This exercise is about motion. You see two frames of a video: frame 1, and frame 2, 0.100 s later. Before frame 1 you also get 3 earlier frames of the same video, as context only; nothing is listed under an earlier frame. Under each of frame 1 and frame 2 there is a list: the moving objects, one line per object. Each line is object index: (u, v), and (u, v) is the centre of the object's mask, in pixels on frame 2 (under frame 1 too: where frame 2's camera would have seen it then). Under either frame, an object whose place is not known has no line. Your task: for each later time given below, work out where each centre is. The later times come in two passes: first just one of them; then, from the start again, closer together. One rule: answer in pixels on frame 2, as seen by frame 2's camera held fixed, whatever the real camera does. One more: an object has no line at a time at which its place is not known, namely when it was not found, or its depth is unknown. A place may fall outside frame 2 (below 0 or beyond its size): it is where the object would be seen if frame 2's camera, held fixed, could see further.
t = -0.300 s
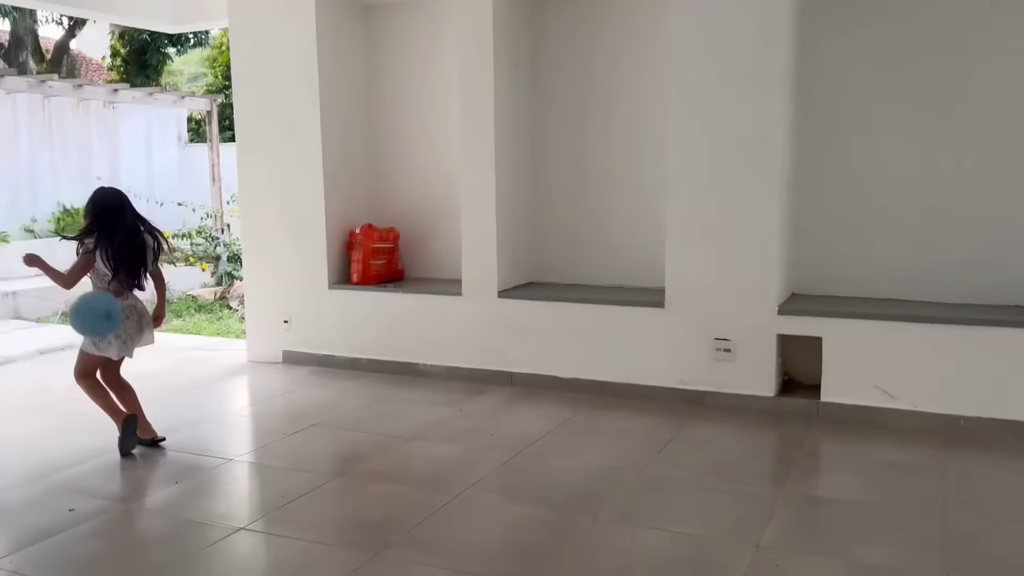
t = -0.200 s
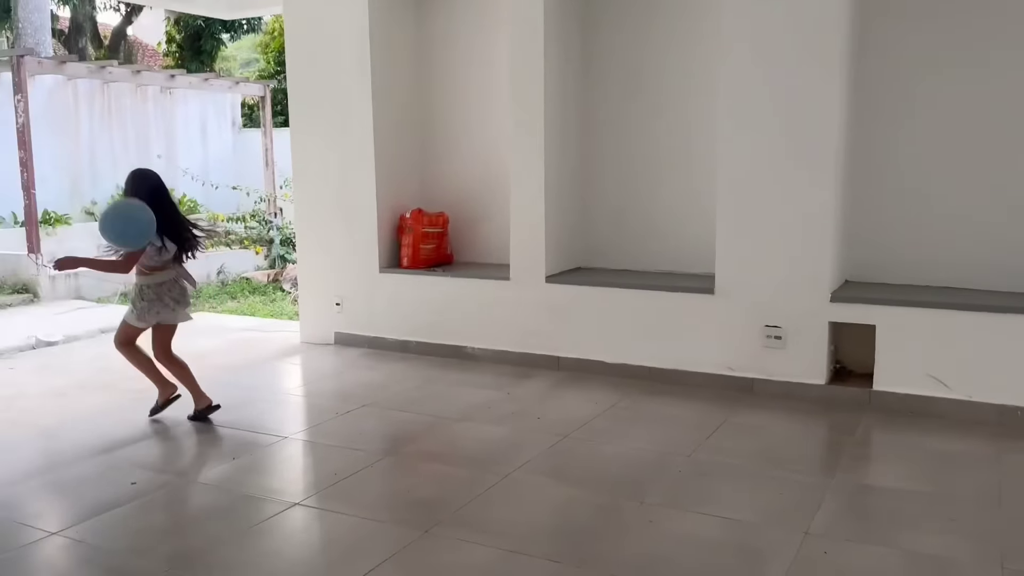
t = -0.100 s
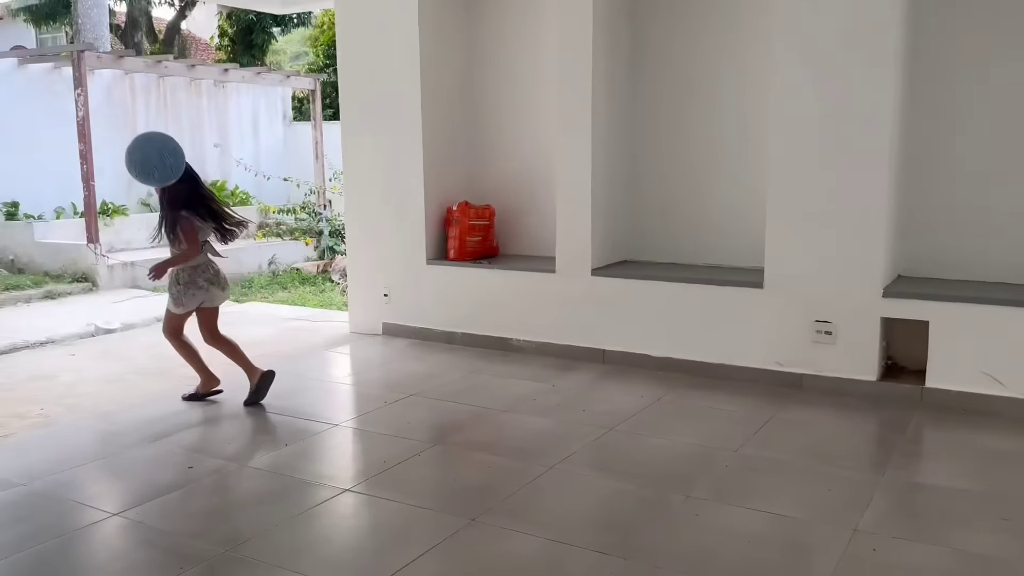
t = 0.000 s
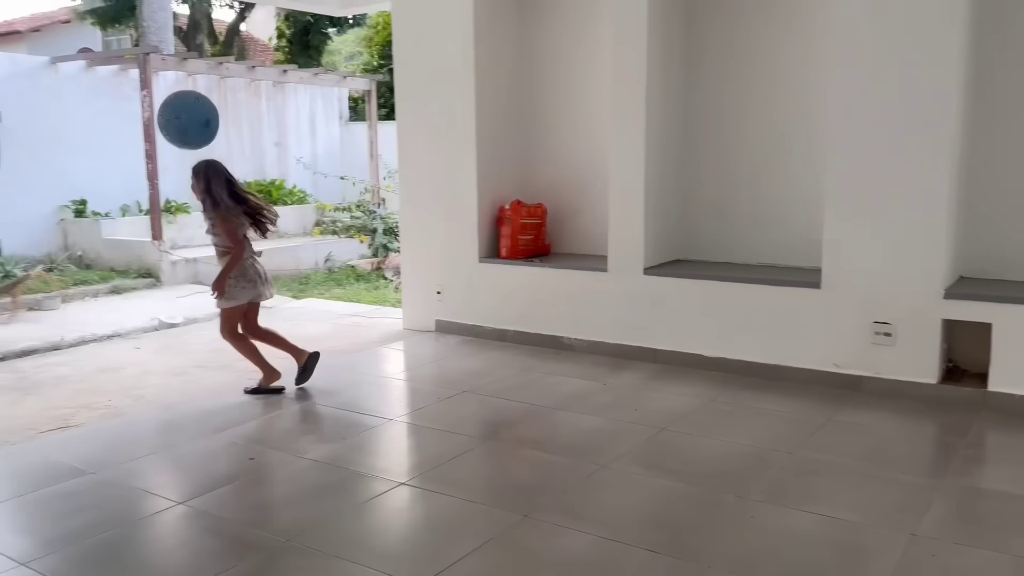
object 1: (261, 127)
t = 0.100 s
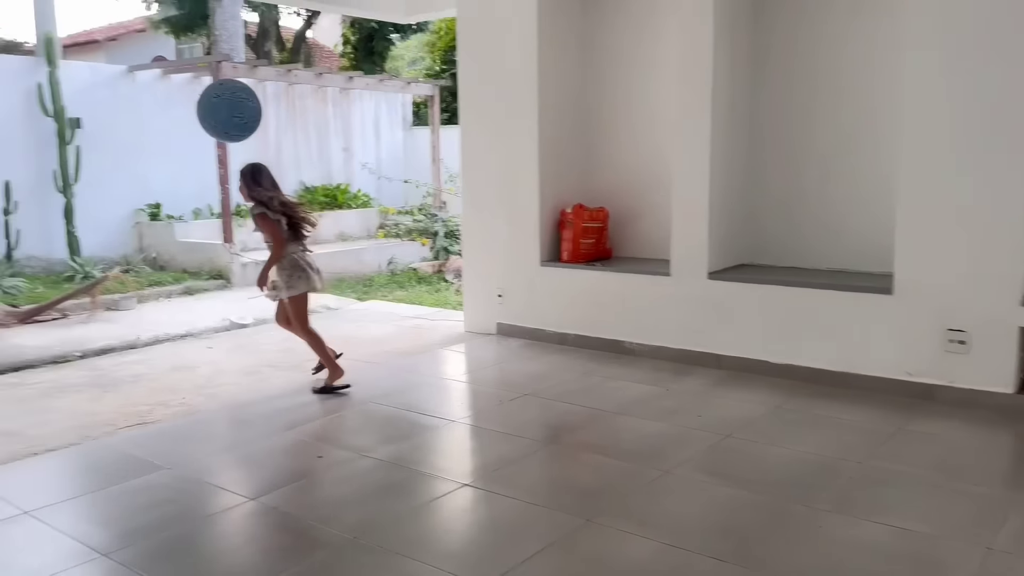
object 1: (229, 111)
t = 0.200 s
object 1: (197, 123)
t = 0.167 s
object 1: (208, 115)
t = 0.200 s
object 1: (197, 123)
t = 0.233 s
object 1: (186, 135)
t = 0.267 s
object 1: (176, 152)
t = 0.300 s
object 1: (162, 173)
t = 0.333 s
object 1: (147, 199)
